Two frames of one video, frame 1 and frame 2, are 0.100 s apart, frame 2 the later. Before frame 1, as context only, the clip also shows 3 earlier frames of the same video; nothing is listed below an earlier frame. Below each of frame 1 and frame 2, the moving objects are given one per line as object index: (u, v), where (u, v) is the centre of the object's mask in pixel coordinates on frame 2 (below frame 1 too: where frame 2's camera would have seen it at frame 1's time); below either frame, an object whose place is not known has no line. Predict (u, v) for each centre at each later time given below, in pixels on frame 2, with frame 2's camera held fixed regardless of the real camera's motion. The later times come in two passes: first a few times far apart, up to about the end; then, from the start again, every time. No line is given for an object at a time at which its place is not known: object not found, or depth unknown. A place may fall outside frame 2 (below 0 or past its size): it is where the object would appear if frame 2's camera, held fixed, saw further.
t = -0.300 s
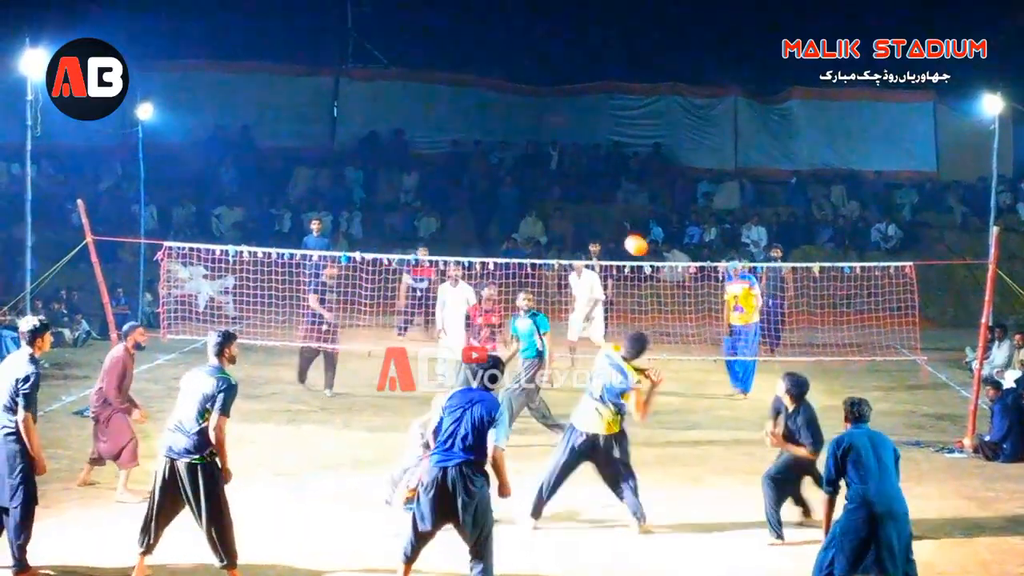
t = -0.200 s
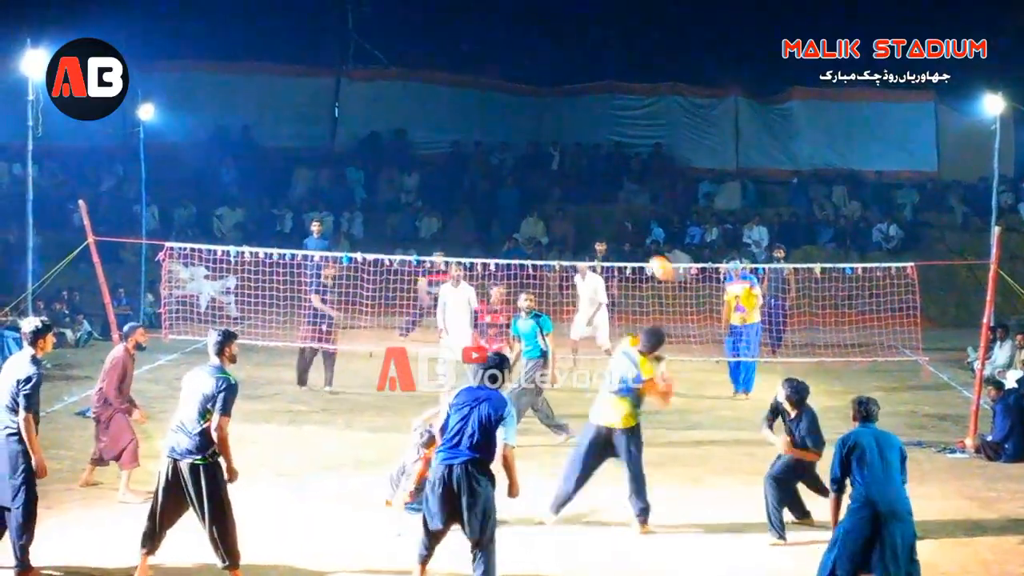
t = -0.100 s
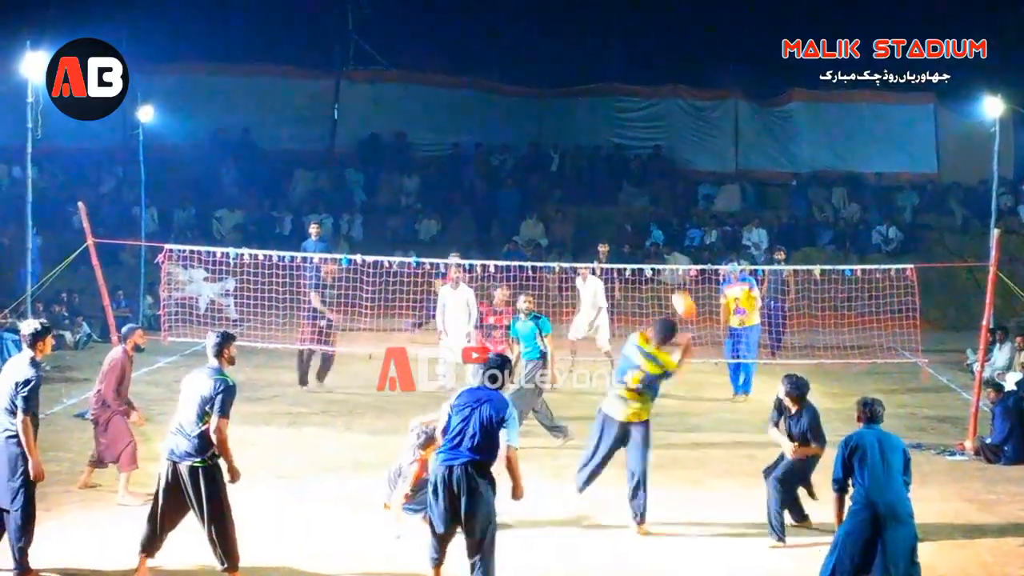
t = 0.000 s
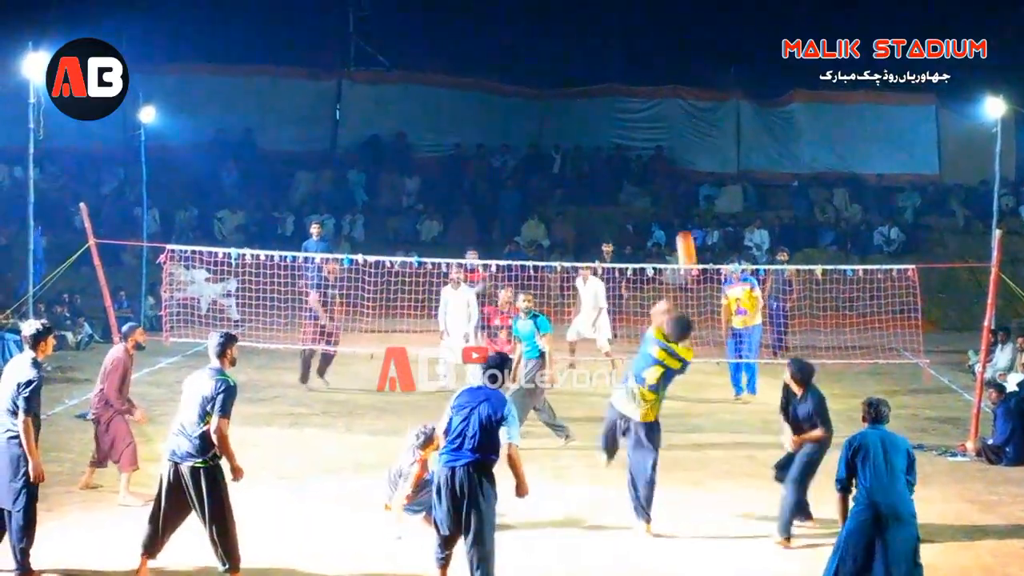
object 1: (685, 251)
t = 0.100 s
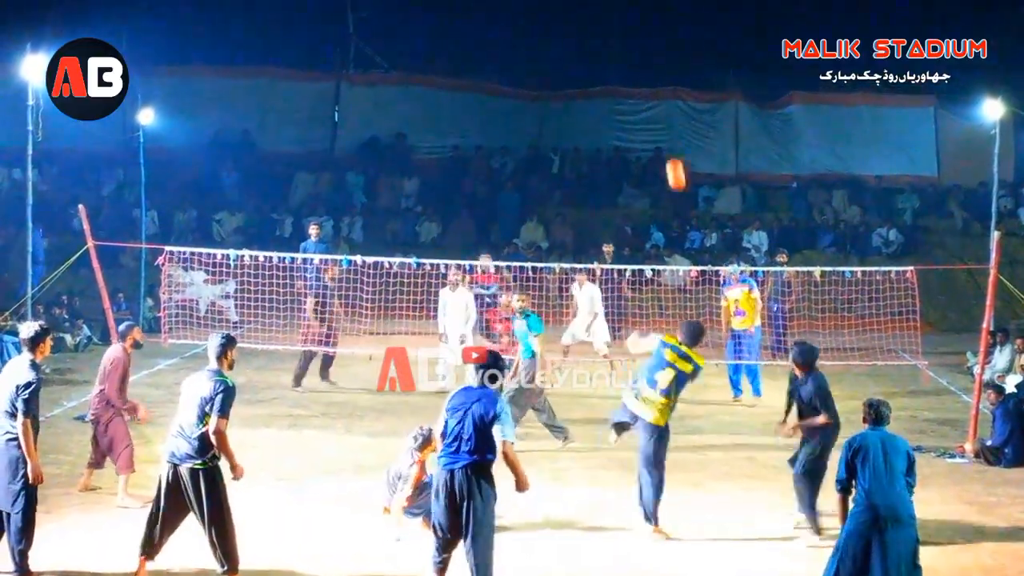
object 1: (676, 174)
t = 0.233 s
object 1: (665, 100)
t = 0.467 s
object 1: (654, 40)
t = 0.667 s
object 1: (647, 39)
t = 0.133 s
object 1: (672, 152)
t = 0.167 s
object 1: (670, 133)
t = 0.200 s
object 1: (668, 116)
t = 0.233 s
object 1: (665, 100)
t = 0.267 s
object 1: (663, 86)
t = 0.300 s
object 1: (662, 74)
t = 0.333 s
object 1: (660, 65)
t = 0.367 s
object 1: (659, 56)
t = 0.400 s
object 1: (657, 49)
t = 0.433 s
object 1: (656, 44)
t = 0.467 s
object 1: (654, 40)
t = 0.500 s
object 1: (653, 37)
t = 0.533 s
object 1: (652, 35)
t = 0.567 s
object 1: (650, 34)
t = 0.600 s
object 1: (649, 35)
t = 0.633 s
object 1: (648, 36)
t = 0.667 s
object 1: (647, 39)
